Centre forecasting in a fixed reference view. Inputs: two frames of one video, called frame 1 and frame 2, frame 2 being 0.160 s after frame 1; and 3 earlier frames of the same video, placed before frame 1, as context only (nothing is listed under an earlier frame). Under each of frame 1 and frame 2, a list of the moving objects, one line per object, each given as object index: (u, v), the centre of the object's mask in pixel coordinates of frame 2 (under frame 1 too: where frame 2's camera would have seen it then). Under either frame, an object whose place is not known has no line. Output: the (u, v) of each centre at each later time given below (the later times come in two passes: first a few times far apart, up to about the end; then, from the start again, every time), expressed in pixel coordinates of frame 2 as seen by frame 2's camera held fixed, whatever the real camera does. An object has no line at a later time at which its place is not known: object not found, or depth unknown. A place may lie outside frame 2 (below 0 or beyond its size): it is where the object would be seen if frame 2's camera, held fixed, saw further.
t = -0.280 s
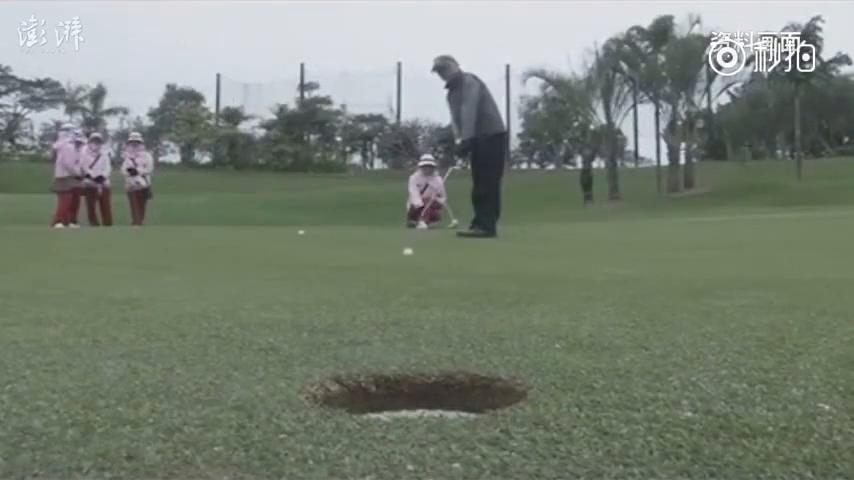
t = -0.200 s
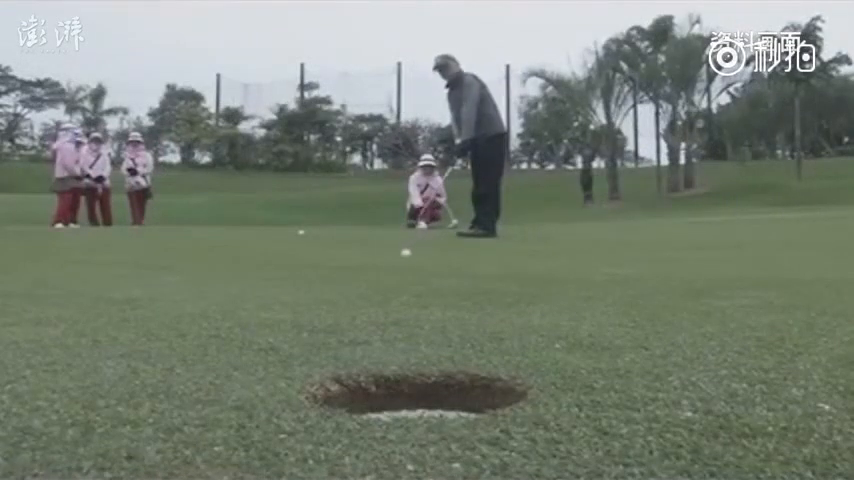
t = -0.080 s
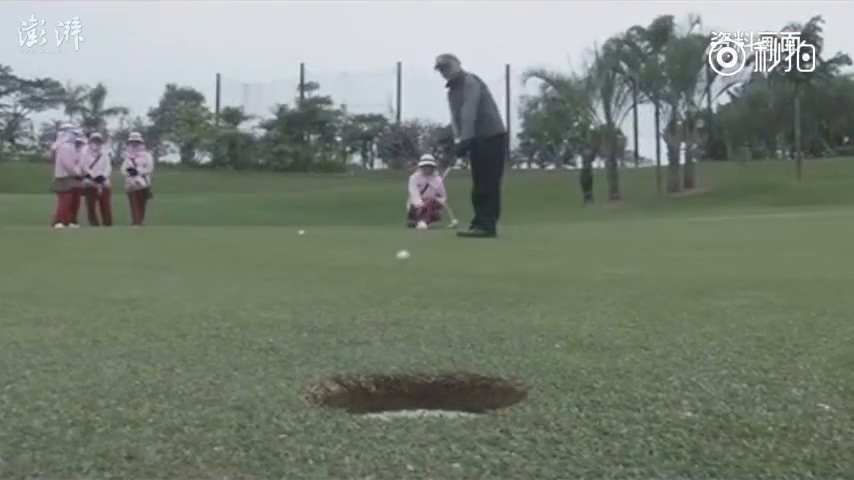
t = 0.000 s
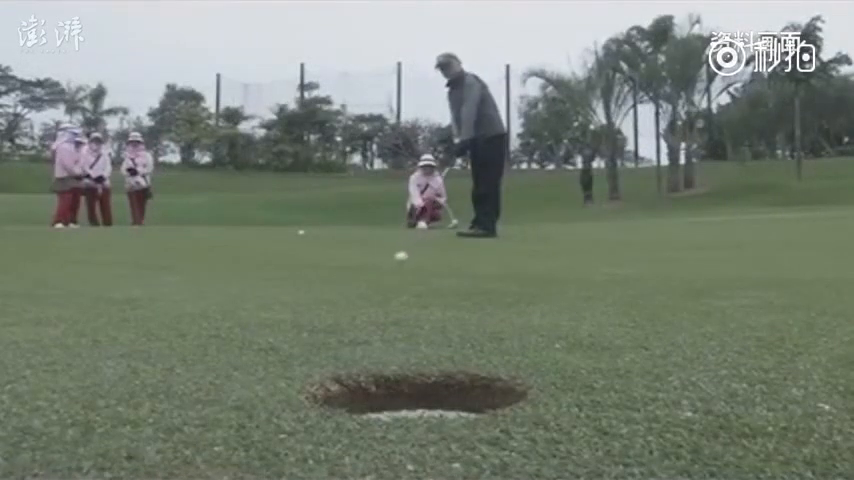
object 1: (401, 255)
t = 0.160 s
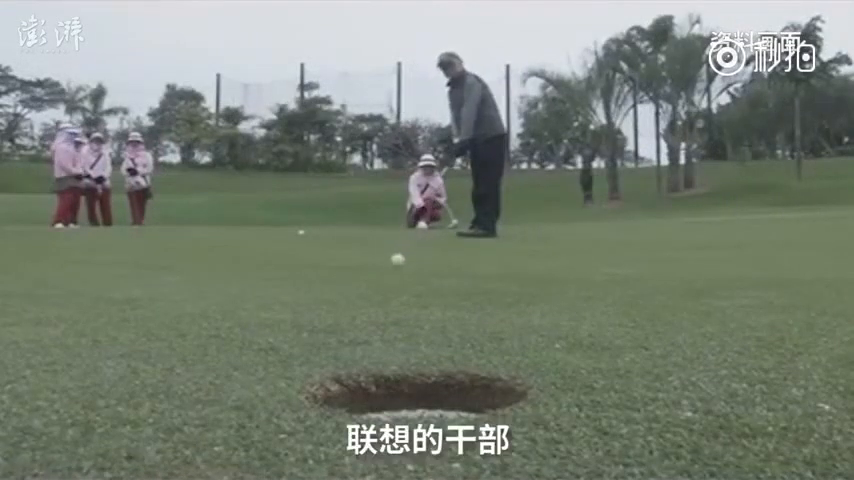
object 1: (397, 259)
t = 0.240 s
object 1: (396, 260)
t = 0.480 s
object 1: (389, 266)
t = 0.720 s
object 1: (381, 272)
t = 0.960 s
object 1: (372, 279)
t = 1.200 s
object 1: (365, 288)
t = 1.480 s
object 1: (355, 297)
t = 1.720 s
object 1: (347, 306)
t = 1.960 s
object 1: (330, 313)
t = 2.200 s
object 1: (310, 316)
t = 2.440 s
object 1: (304, 316)
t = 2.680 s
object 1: (304, 316)
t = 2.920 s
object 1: (304, 316)
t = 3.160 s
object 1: (304, 316)
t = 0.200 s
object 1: (397, 260)
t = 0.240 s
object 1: (396, 260)
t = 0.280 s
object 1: (395, 262)
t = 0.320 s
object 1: (394, 262)
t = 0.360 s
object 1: (392, 263)
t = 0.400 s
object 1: (391, 264)
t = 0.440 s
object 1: (390, 265)
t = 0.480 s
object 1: (389, 266)
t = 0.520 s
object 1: (388, 266)
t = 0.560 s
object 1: (387, 267)
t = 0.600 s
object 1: (386, 268)
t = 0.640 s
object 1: (384, 269)
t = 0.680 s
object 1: (382, 270)
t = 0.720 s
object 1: (381, 272)
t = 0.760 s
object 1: (380, 273)
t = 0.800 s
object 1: (379, 274)
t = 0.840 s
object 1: (376, 275)
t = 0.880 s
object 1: (374, 277)
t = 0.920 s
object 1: (374, 278)
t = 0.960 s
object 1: (372, 279)
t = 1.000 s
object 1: (371, 280)
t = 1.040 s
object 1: (370, 281)
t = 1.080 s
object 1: (369, 283)
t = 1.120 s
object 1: (368, 285)
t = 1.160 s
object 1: (366, 285)
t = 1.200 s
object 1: (365, 288)
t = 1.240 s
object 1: (363, 289)
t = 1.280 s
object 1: (362, 290)
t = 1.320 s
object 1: (361, 291)
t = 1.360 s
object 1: (359, 293)
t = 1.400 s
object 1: (358, 294)
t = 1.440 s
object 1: (356, 296)
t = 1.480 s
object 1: (355, 297)
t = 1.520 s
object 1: (353, 299)
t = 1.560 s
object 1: (353, 300)
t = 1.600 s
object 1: (351, 302)
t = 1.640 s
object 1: (350, 303)
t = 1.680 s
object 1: (348, 305)
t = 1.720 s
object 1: (347, 306)
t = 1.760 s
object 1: (346, 308)
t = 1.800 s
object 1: (344, 309)
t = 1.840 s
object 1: (341, 310)
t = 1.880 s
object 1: (338, 311)
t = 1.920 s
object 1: (334, 312)
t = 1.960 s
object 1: (330, 313)
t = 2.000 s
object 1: (326, 314)
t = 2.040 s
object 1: (323, 314)
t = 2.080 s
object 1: (318, 315)
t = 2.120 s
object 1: (315, 315)
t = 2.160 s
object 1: (312, 315)
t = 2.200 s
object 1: (310, 316)
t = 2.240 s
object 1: (308, 316)
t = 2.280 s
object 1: (305, 316)
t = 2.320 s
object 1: (303, 316)
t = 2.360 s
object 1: (303, 316)
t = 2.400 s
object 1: (304, 316)
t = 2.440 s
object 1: (304, 316)
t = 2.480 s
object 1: (304, 316)
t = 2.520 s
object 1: (304, 316)
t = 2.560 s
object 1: (304, 316)
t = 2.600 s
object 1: (304, 316)
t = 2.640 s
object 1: (304, 316)
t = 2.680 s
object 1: (304, 316)
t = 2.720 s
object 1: (304, 316)
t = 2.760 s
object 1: (304, 316)
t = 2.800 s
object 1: (304, 316)
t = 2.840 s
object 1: (304, 316)
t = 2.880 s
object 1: (304, 316)
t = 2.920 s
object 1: (304, 316)
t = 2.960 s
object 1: (304, 316)
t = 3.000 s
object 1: (304, 316)
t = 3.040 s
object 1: (304, 316)
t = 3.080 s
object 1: (304, 316)
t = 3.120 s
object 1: (304, 316)
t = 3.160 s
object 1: (304, 316)
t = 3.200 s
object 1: (304, 316)
